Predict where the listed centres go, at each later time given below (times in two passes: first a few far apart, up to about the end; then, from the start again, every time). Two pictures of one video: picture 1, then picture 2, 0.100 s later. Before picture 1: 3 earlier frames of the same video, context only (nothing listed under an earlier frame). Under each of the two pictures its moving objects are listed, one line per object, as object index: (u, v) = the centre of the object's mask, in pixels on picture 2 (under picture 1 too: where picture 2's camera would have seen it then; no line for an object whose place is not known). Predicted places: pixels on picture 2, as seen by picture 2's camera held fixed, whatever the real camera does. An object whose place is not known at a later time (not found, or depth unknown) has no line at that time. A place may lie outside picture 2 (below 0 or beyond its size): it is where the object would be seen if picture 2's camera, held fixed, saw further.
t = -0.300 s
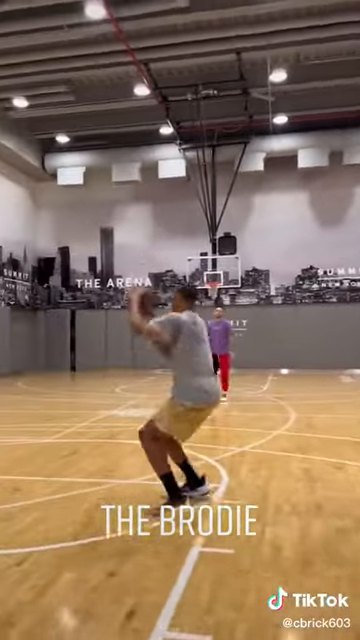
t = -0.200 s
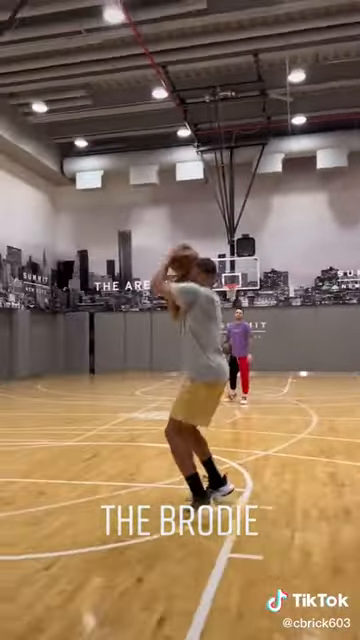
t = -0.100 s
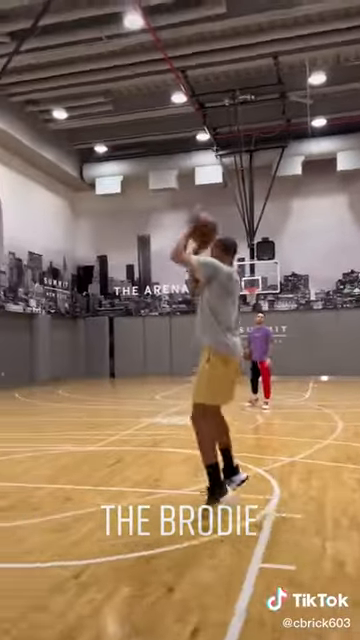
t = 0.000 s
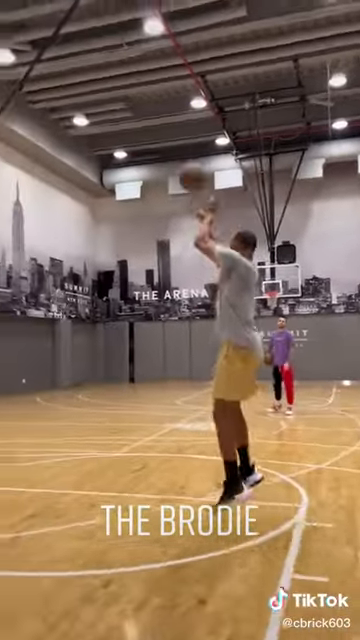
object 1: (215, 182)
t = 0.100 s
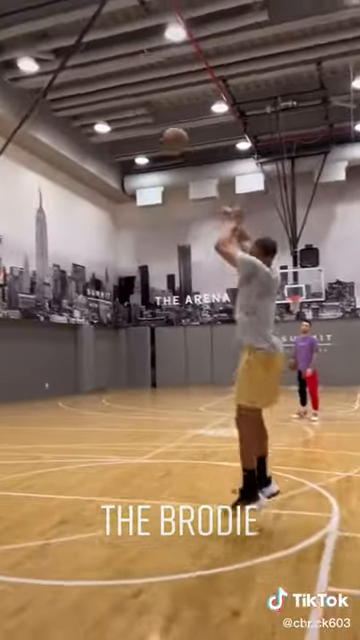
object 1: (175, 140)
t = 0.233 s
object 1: (135, 111)
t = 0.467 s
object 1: (81, 103)
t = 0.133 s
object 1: (162, 132)
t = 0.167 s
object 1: (153, 120)
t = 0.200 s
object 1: (143, 115)
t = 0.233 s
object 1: (135, 111)
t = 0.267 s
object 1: (127, 105)
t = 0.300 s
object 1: (116, 99)
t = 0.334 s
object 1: (110, 98)
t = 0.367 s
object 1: (101, 100)
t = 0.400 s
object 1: (94, 101)
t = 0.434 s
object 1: (88, 102)
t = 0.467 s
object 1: (81, 103)
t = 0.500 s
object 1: (75, 104)
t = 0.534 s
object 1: (71, 105)
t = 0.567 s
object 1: (66, 109)
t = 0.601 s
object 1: (60, 111)
